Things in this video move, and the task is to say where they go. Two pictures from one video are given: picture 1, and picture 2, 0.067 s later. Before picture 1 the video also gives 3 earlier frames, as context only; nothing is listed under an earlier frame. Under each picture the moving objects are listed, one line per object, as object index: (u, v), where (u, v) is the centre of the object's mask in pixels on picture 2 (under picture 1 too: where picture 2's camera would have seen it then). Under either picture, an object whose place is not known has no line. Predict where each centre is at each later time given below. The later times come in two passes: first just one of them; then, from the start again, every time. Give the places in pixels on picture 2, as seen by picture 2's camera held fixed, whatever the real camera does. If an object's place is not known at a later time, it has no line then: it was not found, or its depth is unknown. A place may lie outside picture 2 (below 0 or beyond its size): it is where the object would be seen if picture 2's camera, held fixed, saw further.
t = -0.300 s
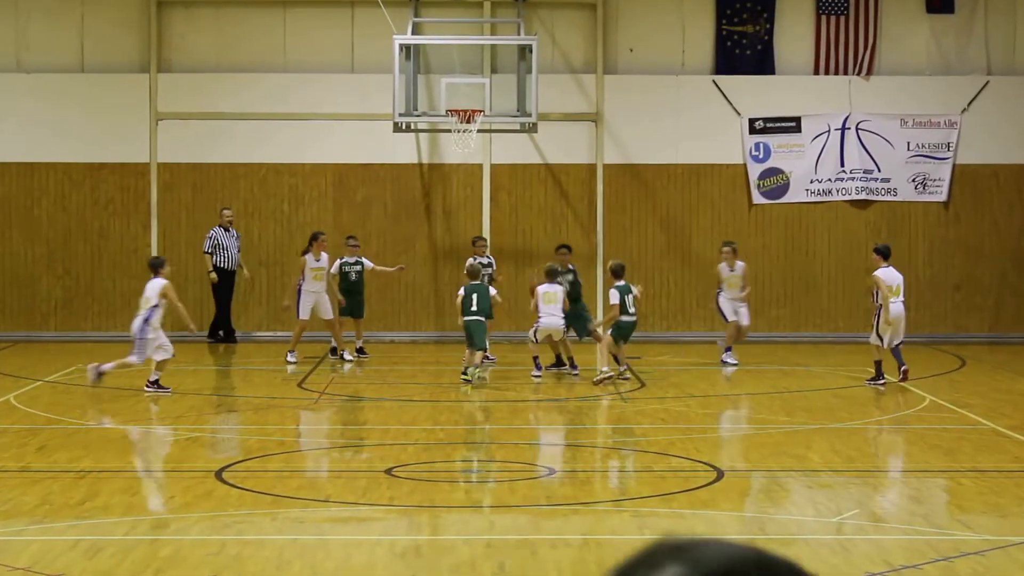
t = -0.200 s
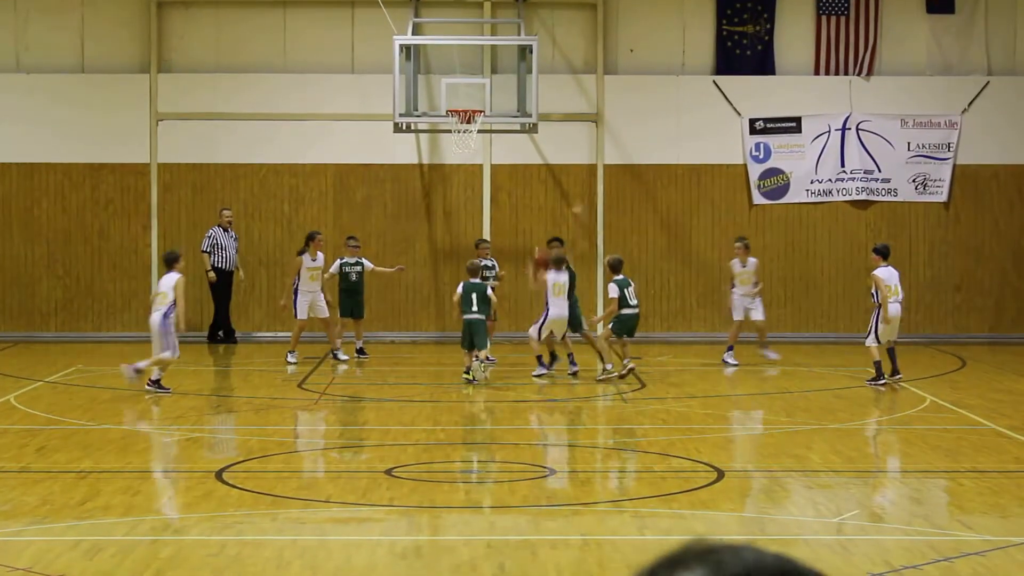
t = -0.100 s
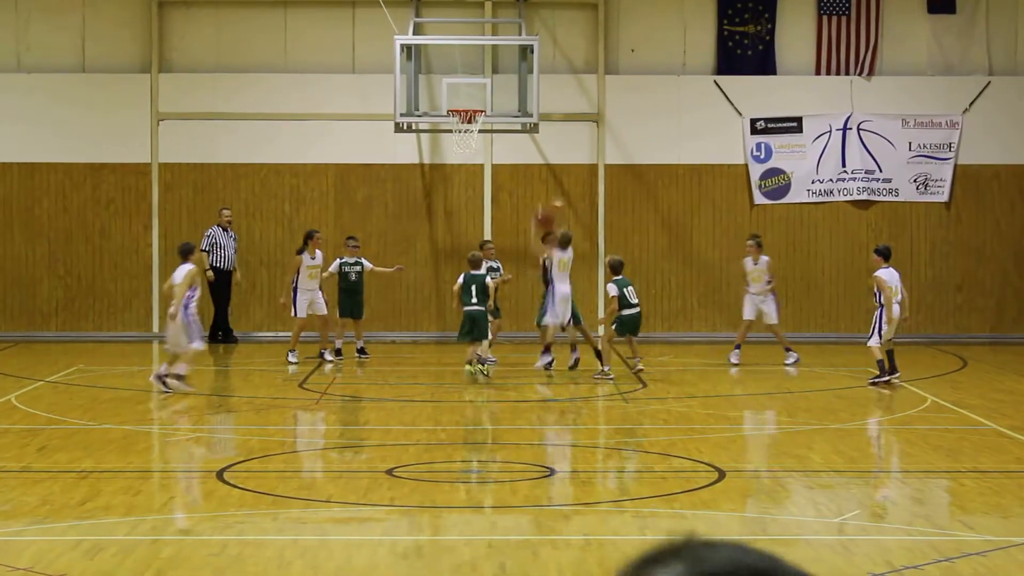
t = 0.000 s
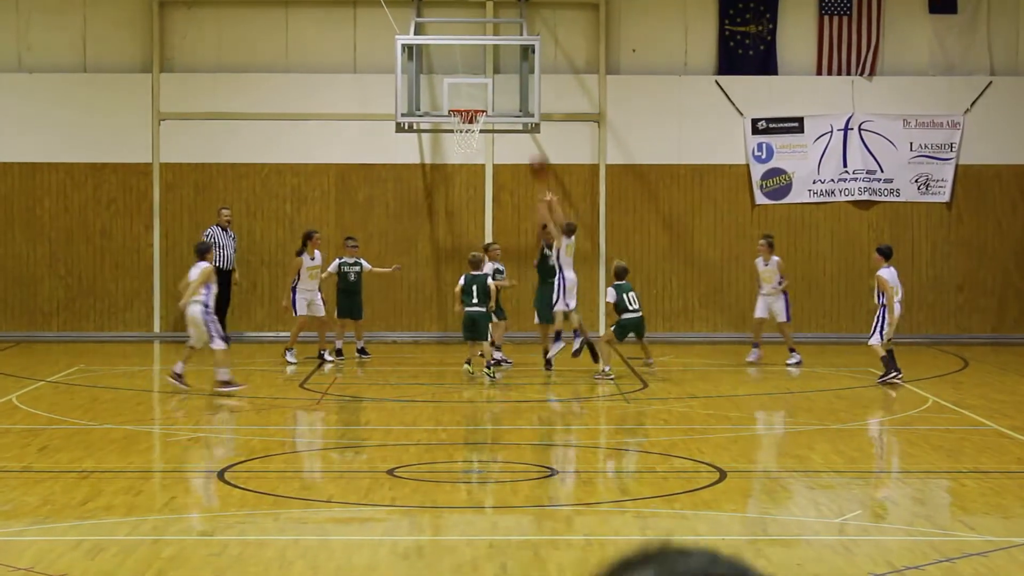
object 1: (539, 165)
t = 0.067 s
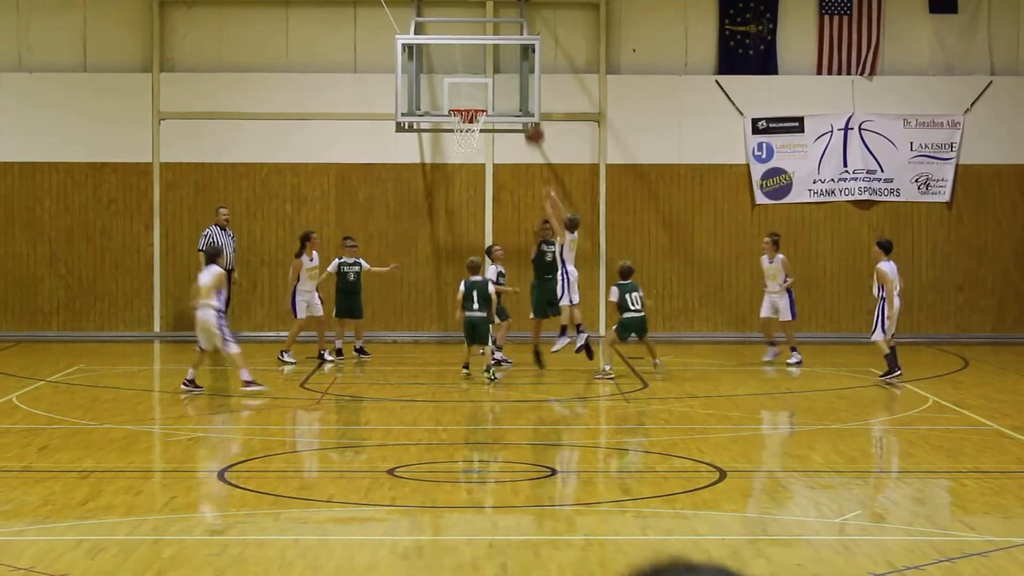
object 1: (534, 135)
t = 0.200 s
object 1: (524, 86)
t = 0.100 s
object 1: (532, 123)
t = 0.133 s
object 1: (529, 109)
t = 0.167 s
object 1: (526, 96)
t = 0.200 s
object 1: (524, 86)
